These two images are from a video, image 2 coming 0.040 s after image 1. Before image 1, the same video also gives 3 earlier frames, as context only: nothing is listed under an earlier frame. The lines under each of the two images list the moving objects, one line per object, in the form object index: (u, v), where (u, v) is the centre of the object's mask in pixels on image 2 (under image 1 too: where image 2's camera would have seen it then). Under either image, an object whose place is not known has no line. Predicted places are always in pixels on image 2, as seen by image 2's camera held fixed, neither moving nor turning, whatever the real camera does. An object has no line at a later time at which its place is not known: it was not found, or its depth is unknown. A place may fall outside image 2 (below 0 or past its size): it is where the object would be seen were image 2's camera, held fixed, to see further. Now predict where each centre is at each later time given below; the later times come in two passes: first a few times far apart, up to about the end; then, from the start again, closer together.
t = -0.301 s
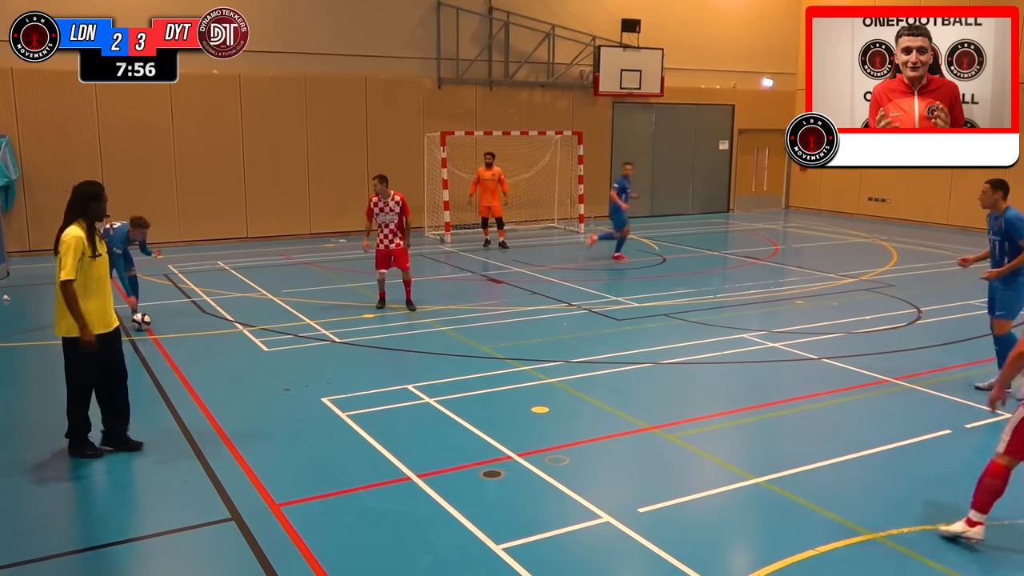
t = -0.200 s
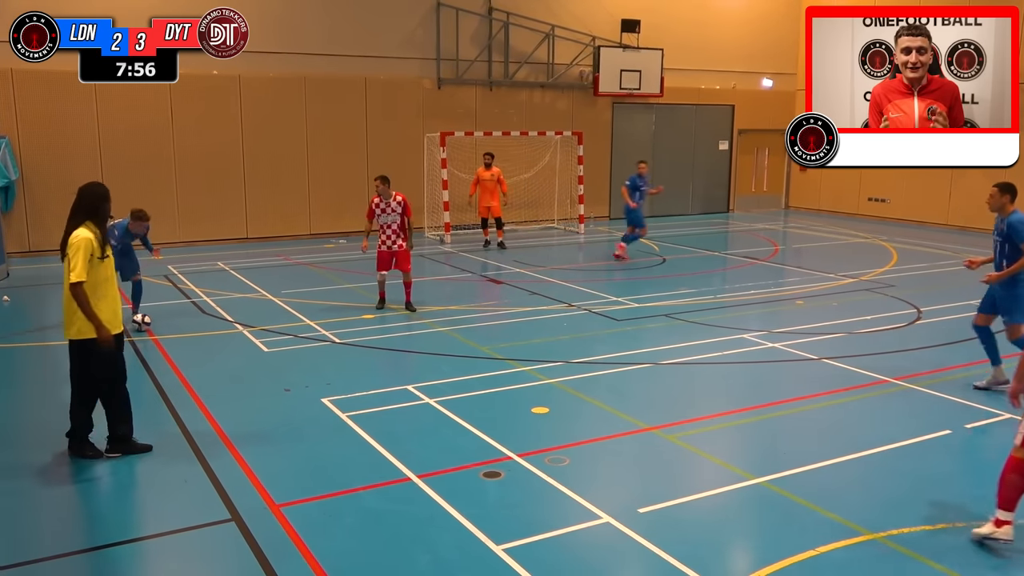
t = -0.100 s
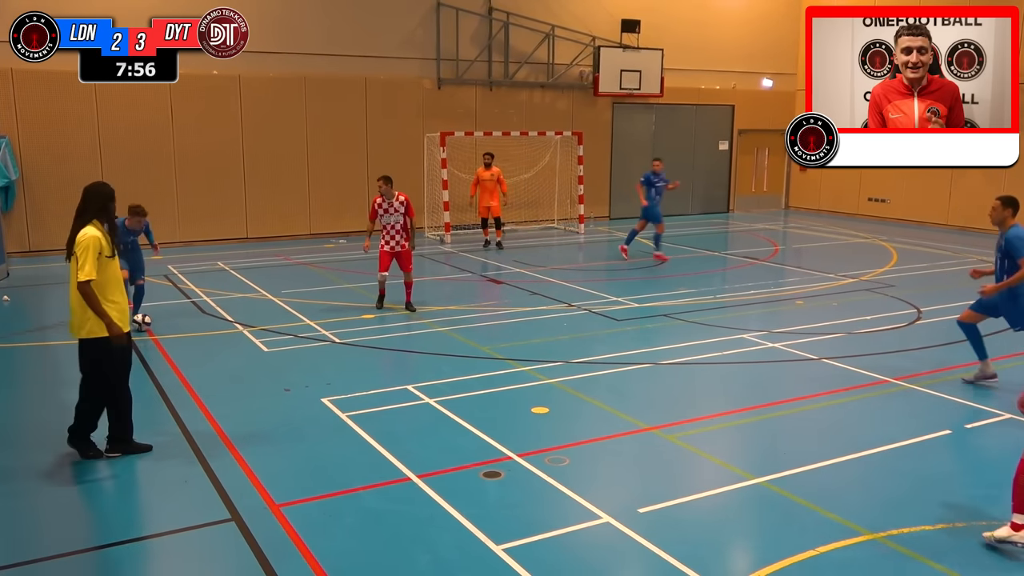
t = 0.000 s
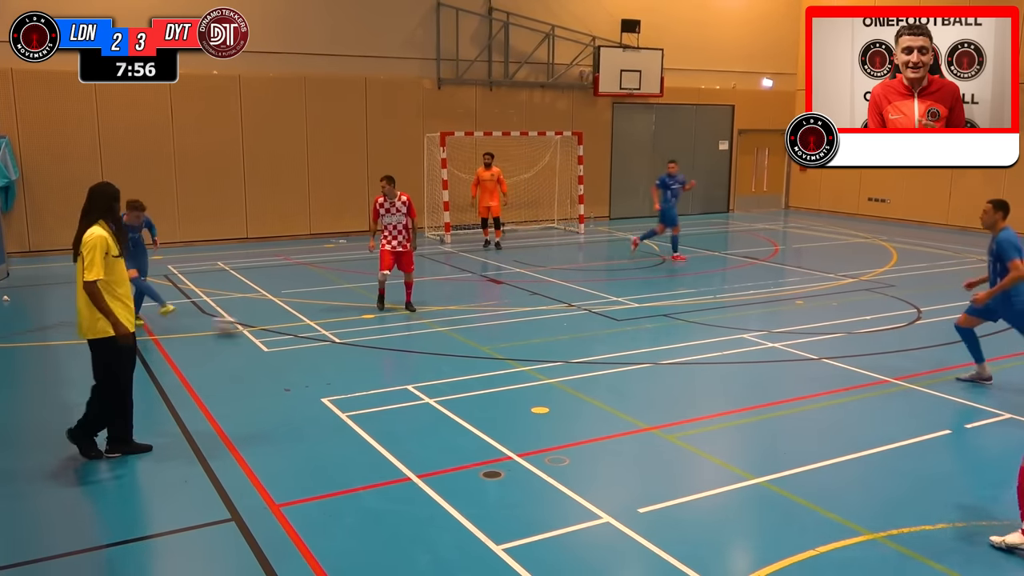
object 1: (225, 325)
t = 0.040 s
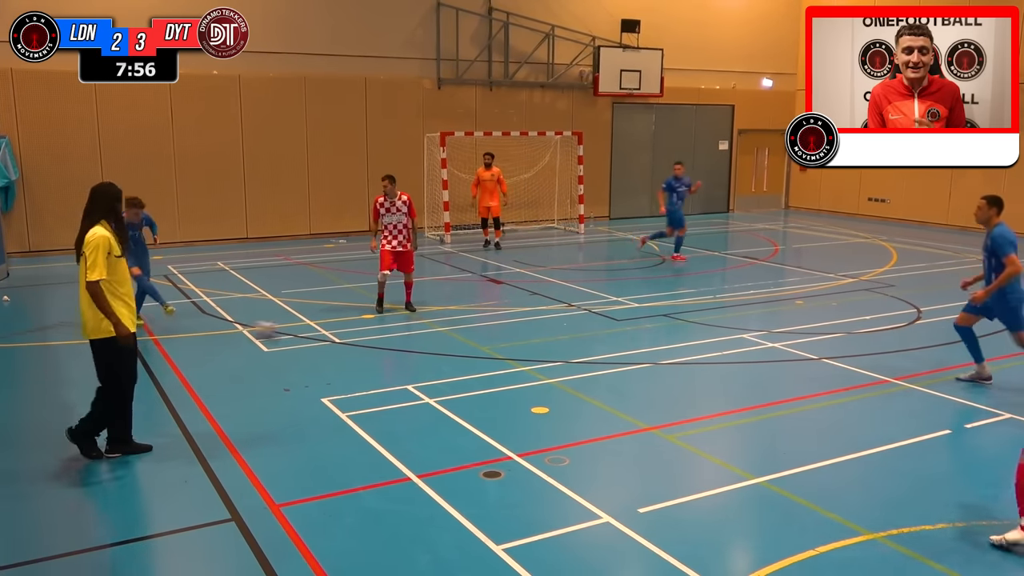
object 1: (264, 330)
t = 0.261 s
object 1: (466, 342)
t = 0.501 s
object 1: (669, 353)
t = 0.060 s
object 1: (284, 329)
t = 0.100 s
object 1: (324, 331)
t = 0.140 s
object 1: (359, 334)
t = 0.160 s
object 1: (377, 336)
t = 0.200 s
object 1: (413, 339)
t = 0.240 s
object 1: (449, 340)
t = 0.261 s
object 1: (466, 342)
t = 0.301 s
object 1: (502, 343)
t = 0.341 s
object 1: (536, 345)
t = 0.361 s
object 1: (553, 347)
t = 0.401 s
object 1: (586, 347)
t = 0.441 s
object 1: (619, 348)
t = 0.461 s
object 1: (636, 349)
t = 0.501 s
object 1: (669, 353)
